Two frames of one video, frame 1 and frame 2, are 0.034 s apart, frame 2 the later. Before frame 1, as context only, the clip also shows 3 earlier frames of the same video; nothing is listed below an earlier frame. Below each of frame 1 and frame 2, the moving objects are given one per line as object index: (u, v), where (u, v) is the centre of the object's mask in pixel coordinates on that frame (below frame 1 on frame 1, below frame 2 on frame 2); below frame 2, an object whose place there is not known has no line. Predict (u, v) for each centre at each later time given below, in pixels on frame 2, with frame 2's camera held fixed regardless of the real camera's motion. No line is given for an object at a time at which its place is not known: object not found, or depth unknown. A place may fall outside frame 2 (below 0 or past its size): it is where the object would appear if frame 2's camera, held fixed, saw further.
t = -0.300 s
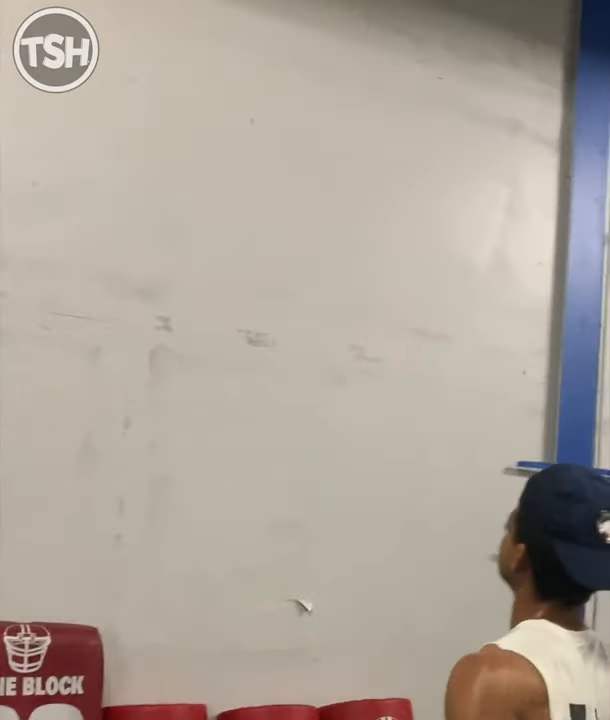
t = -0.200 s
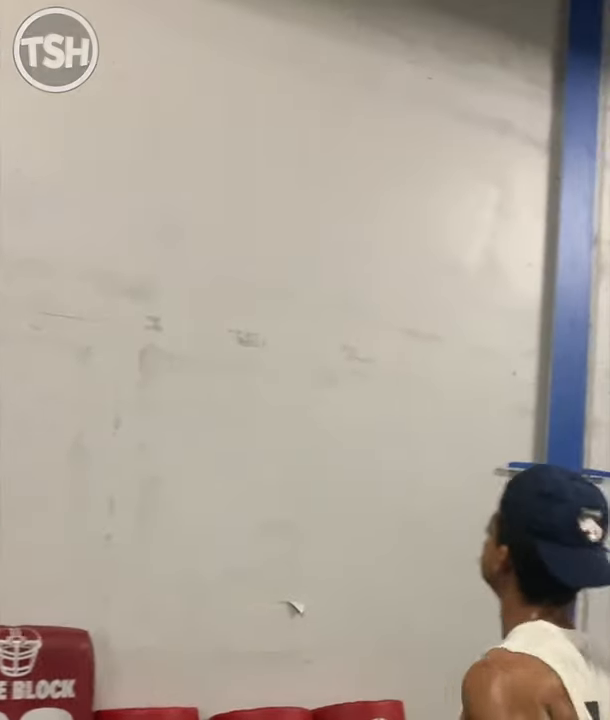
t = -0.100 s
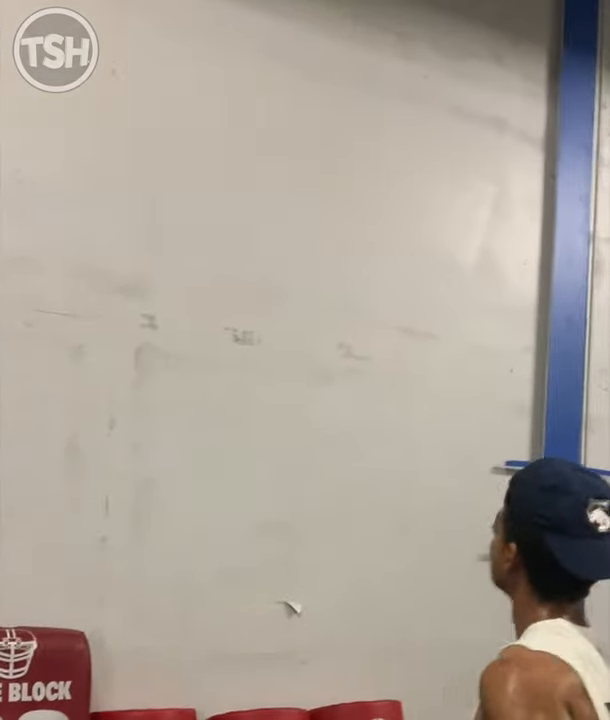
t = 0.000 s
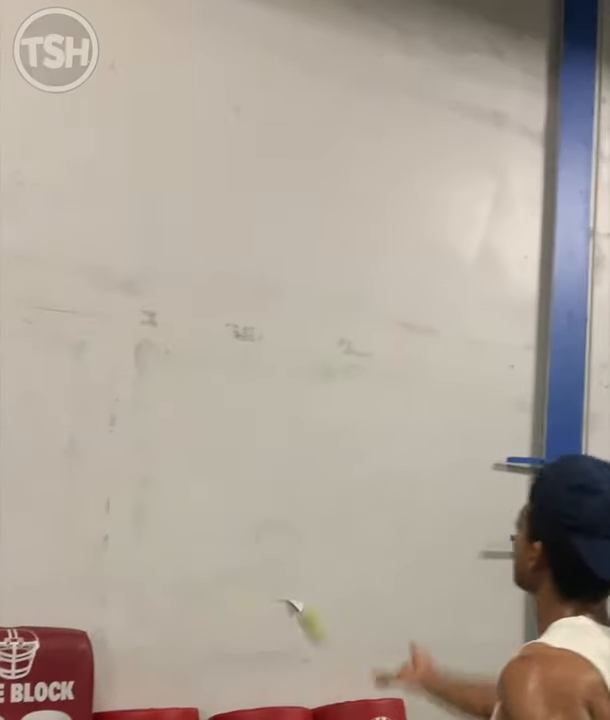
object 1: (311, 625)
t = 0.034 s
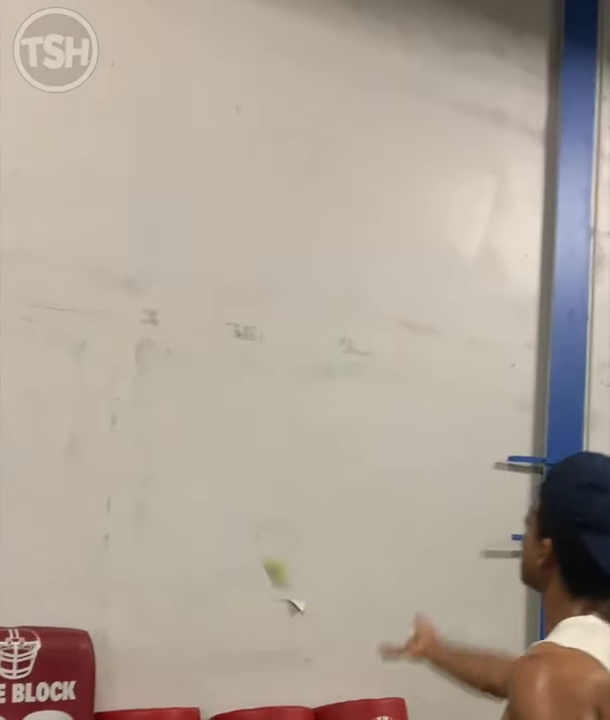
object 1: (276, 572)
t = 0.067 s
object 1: (244, 528)
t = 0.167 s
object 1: (177, 440)
